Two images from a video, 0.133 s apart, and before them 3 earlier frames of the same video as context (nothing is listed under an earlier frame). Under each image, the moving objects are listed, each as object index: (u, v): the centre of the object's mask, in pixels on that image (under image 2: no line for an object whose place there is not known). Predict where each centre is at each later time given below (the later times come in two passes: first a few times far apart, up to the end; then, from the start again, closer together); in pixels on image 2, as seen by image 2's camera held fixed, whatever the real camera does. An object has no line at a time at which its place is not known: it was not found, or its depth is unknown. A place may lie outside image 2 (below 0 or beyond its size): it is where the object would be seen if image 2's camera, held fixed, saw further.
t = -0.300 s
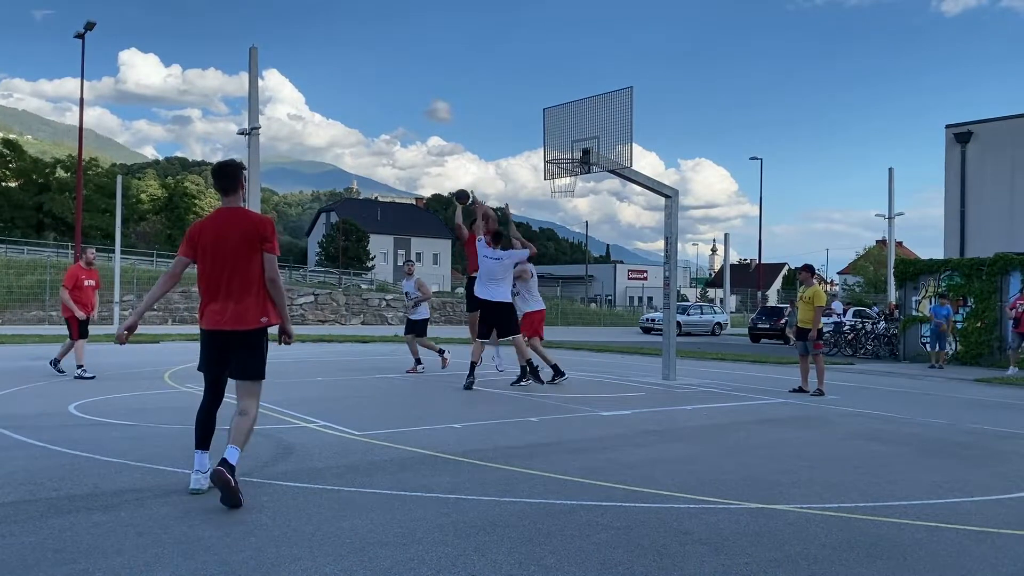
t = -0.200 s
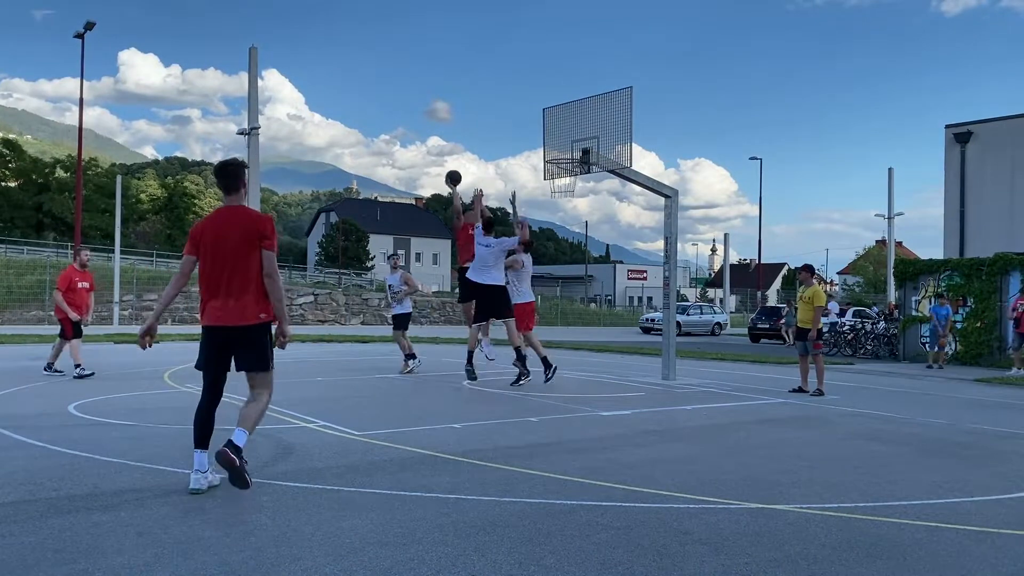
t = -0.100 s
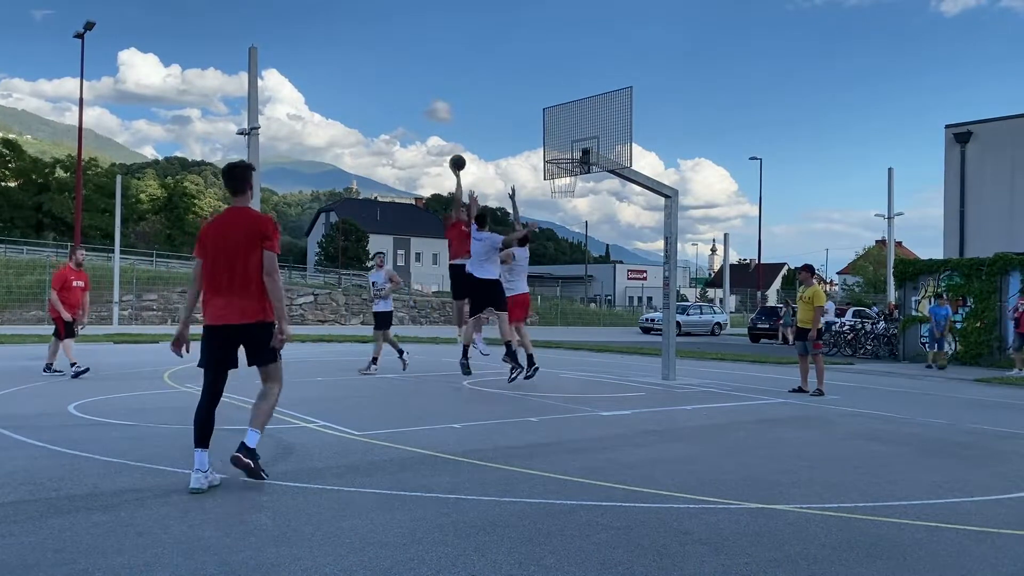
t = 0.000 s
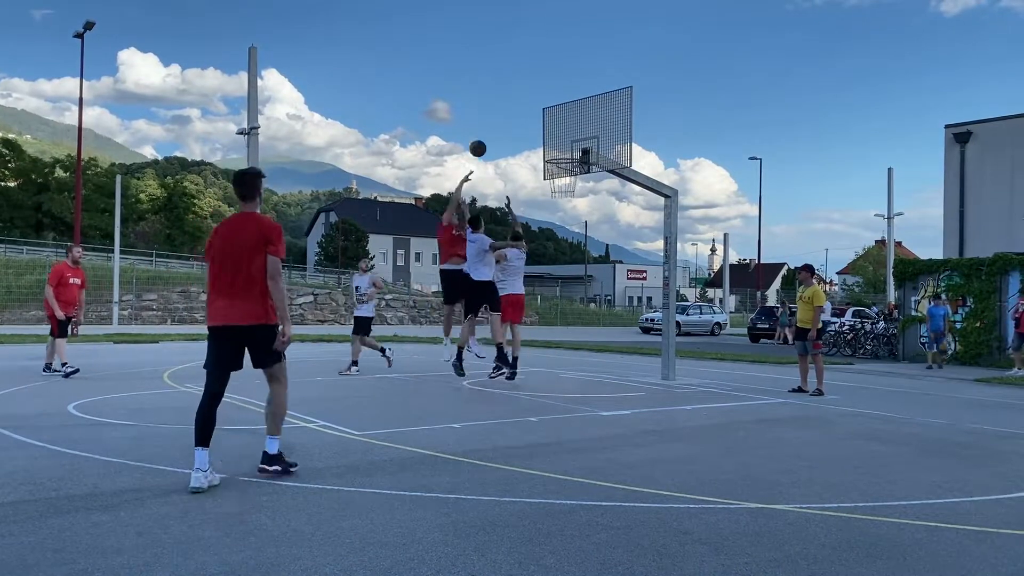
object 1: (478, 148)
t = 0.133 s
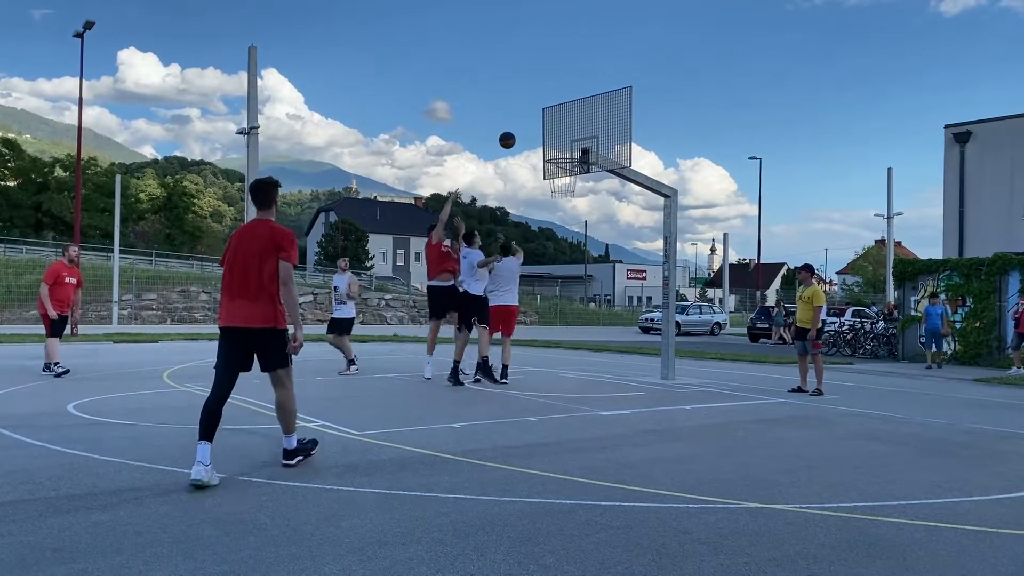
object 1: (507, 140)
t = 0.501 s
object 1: (572, 176)
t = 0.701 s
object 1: (565, 198)
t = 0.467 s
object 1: (573, 171)
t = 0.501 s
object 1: (572, 176)
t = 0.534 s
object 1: (571, 179)
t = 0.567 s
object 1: (570, 183)
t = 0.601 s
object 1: (569, 186)
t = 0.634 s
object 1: (567, 189)
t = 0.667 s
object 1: (566, 193)
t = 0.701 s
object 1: (565, 198)
